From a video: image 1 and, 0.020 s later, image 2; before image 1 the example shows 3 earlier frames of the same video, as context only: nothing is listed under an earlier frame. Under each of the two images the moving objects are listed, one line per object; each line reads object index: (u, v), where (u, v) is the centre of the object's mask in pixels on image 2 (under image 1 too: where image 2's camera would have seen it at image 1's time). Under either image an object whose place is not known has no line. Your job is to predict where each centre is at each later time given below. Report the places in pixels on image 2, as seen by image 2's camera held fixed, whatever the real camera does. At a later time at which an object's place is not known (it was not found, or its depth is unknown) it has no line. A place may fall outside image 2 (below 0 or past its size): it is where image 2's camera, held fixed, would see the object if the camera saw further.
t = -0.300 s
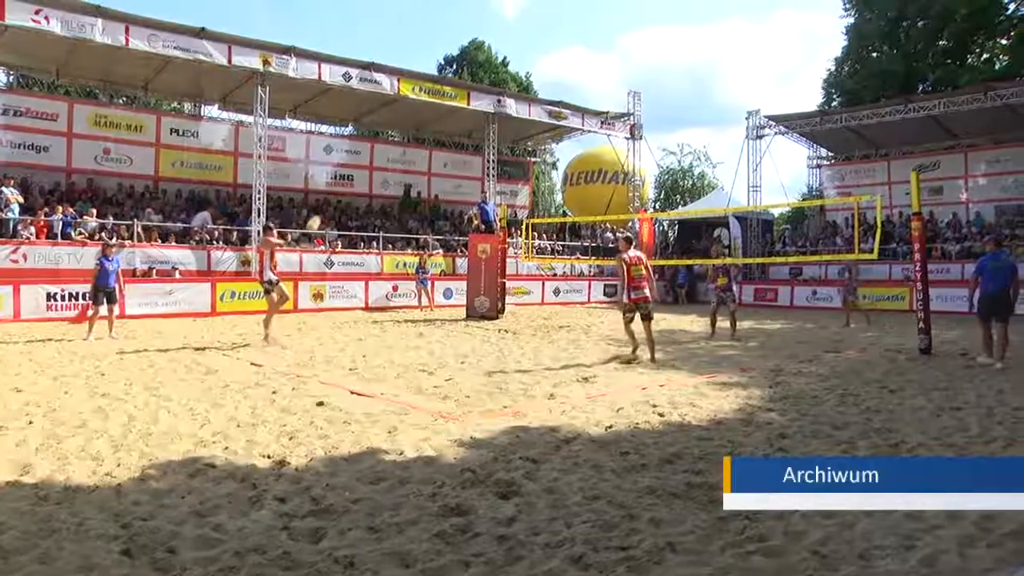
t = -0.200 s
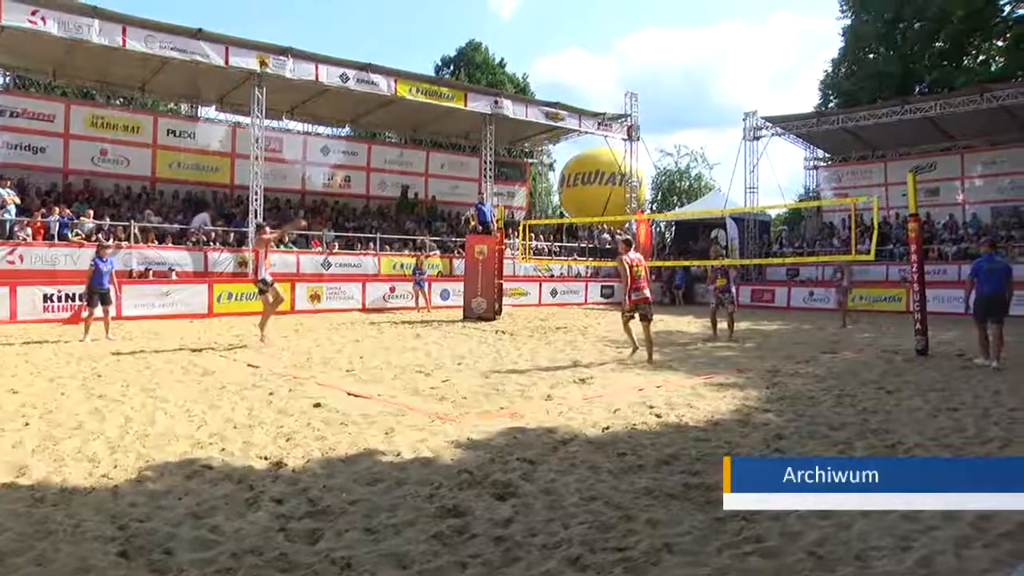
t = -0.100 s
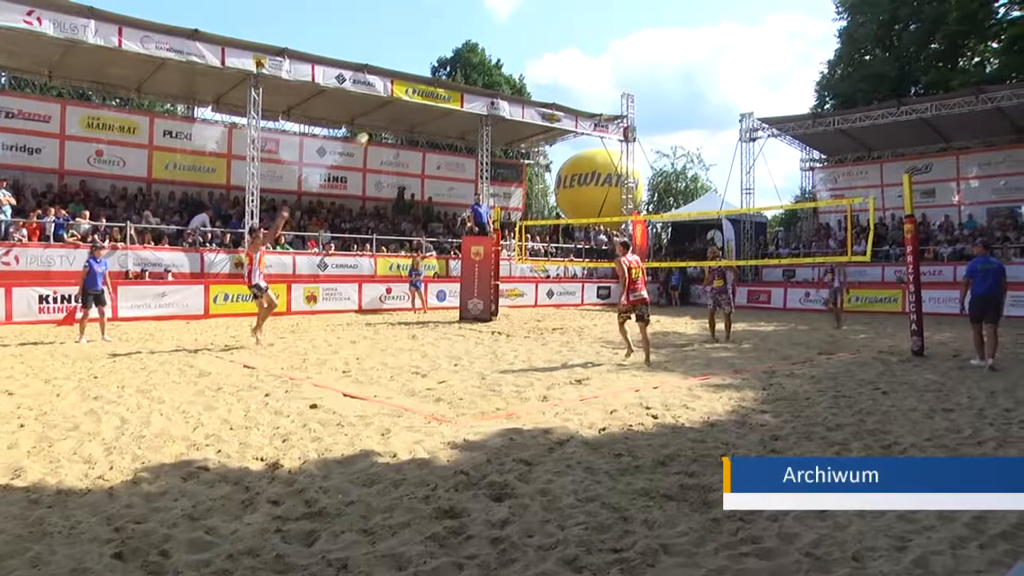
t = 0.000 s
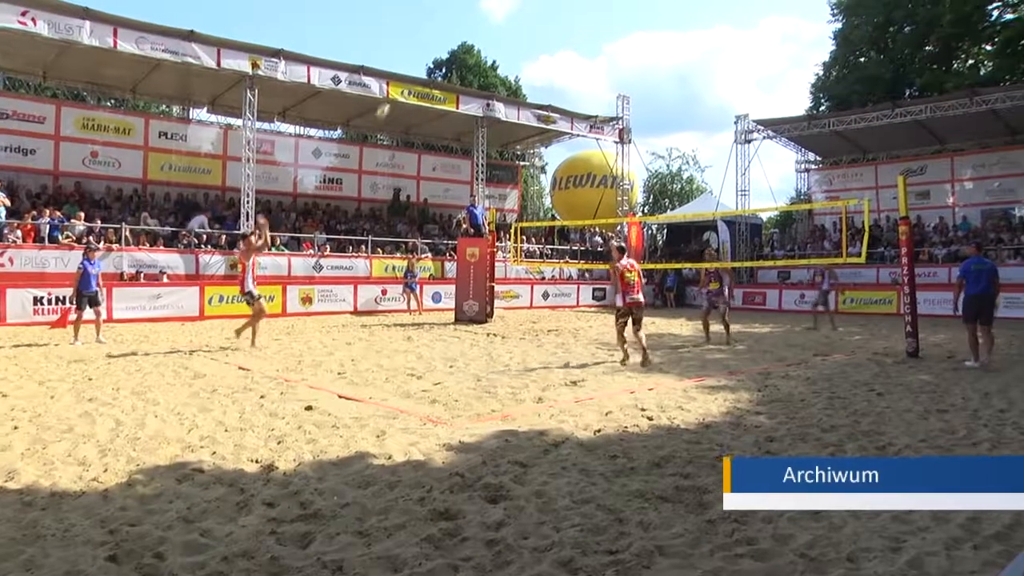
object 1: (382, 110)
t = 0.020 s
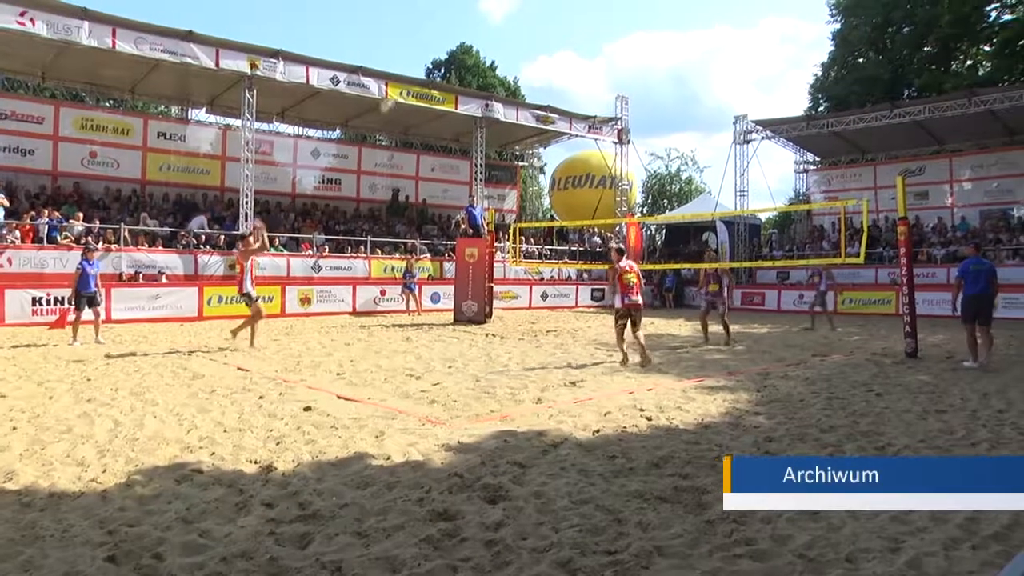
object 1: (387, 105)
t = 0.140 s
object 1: (417, 76)
